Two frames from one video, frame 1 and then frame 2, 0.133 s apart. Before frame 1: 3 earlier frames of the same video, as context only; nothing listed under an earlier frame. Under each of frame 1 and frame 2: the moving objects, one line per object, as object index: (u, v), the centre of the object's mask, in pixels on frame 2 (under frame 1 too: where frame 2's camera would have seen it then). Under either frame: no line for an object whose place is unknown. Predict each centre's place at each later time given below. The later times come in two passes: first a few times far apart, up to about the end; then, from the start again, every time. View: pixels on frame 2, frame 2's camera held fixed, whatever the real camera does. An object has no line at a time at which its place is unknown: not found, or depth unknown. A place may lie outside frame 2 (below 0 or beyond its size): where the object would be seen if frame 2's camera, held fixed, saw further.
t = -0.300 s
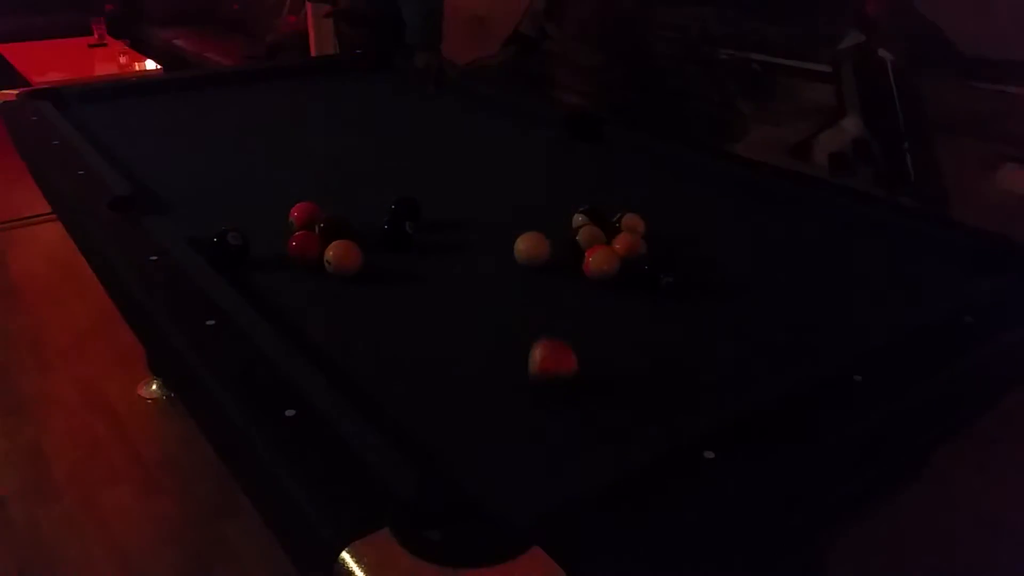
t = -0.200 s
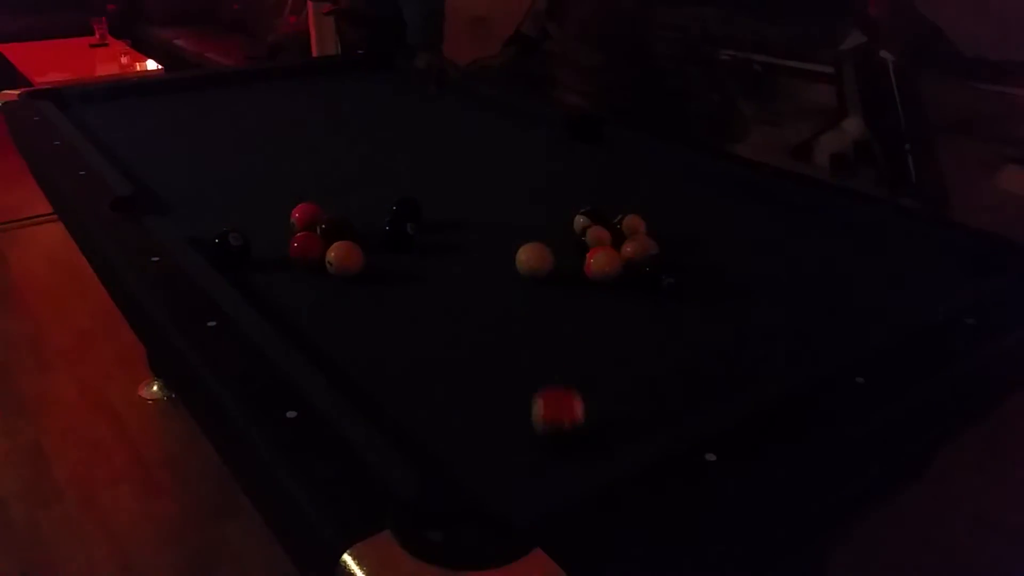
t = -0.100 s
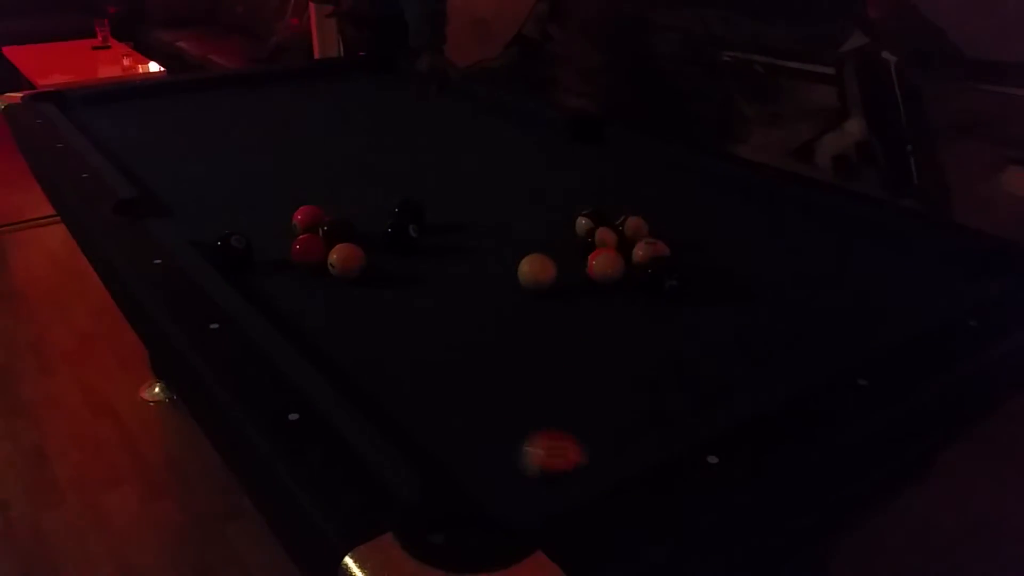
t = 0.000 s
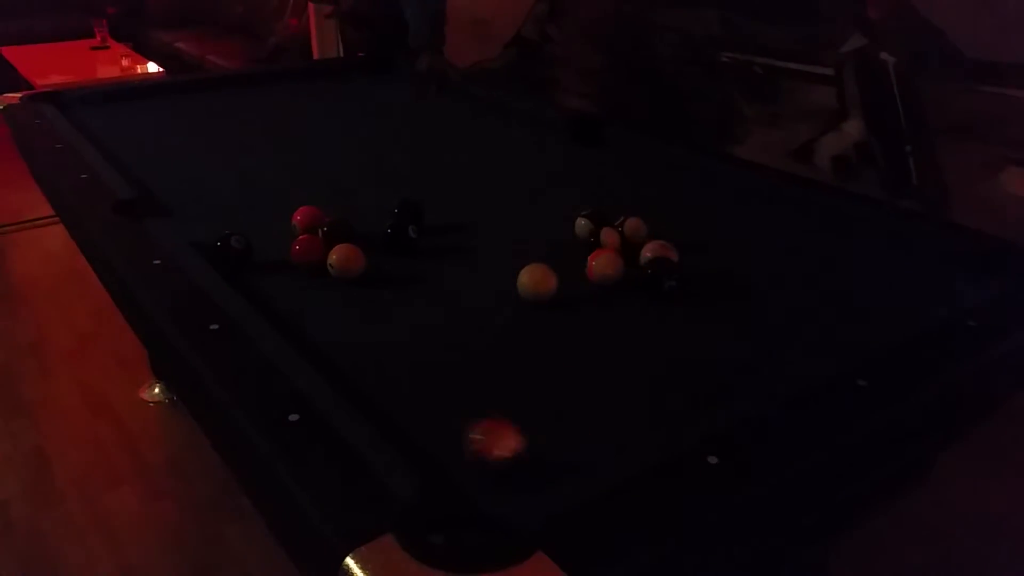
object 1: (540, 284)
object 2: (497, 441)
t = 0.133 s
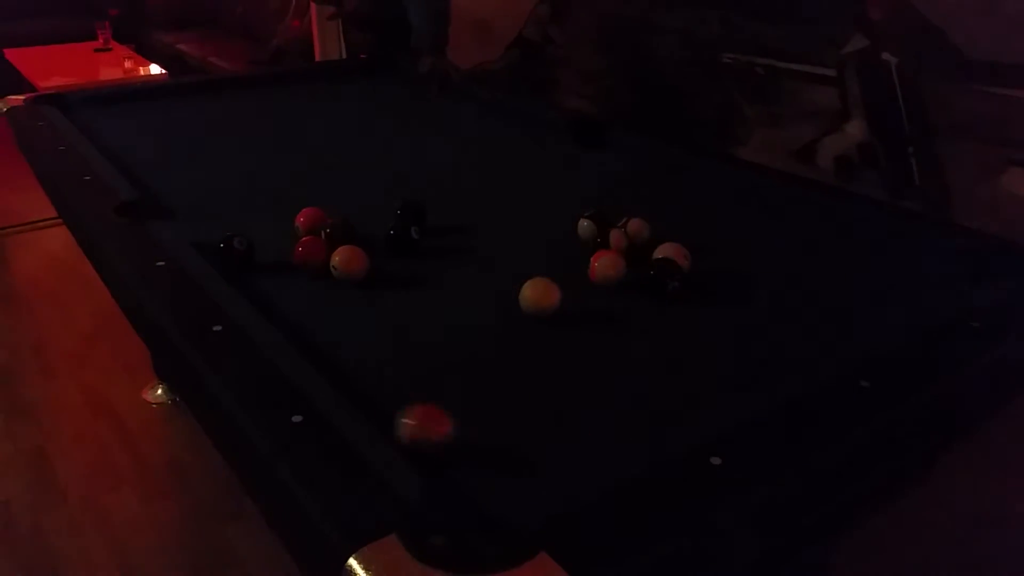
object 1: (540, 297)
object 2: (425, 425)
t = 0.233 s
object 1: (539, 306)
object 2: (399, 407)
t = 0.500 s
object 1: (538, 332)
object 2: (396, 350)
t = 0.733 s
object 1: (536, 354)
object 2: (397, 309)
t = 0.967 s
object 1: (532, 374)
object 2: (397, 278)
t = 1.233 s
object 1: (528, 395)
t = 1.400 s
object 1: (524, 406)
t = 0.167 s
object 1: (540, 299)
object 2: (408, 421)
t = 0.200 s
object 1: (539, 303)
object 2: (398, 415)
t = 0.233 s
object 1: (539, 306)
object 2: (399, 407)
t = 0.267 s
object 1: (539, 310)
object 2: (398, 399)
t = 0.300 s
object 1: (539, 312)
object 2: (396, 392)
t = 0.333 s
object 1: (539, 316)
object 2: (397, 384)
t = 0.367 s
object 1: (538, 319)
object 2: (397, 376)
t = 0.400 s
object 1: (538, 322)
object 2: (397, 369)
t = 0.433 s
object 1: (538, 326)
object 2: (396, 363)
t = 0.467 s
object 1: (538, 329)
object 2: (396, 356)
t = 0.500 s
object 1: (538, 332)
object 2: (396, 350)
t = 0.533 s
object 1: (537, 336)
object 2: (397, 344)
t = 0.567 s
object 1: (537, 338)
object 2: (396, 337)
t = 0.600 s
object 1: (537, 342)
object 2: (396, 332)
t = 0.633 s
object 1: (536, 345)
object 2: (396, 327)
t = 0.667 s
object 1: (536, 348)
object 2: (396, 321)
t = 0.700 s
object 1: (536, 350)
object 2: (397, 315)
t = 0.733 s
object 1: (536, 354)
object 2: (397, 309)
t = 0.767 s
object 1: (535, 357)
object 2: (396, 305)
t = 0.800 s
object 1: (535, 360)
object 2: (397, 301)
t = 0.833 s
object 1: (534, 363)
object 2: (397, 296)
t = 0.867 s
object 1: (534, 366)
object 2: (398, 290)
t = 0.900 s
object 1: (533, 368)
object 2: (398, 285)
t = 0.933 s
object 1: (533, 371)
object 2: (397, 281)
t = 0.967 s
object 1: (532, 374)
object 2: (397, 278)
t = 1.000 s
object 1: (532, 377)
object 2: (397, 274)
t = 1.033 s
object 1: (531, 379)
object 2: (397, 270)
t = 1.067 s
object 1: (531, 382)
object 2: (398, 264)
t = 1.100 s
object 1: (530, 385)
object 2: (398, 259)
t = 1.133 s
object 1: (530, 388)
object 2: (398, 256)
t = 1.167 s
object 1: (530, 390)
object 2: (399, 253)
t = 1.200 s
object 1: (529, 393)
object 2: (399, 251)
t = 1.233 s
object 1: (528, 395)
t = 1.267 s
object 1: (528, 398)
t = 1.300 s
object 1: (527, 399)
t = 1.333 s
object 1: (527, 402)
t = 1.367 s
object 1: (526, 405)
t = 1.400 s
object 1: (524, 406)
